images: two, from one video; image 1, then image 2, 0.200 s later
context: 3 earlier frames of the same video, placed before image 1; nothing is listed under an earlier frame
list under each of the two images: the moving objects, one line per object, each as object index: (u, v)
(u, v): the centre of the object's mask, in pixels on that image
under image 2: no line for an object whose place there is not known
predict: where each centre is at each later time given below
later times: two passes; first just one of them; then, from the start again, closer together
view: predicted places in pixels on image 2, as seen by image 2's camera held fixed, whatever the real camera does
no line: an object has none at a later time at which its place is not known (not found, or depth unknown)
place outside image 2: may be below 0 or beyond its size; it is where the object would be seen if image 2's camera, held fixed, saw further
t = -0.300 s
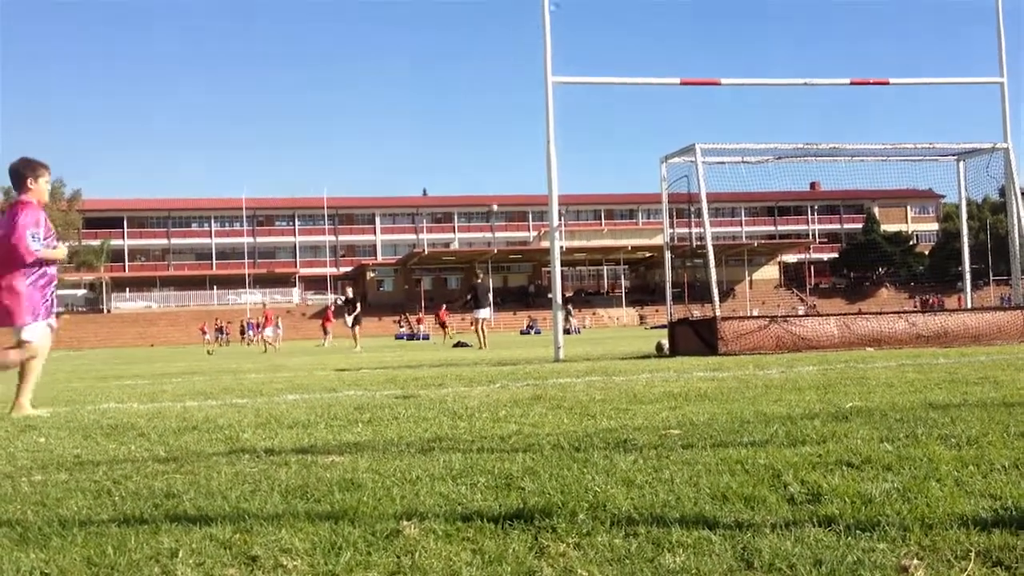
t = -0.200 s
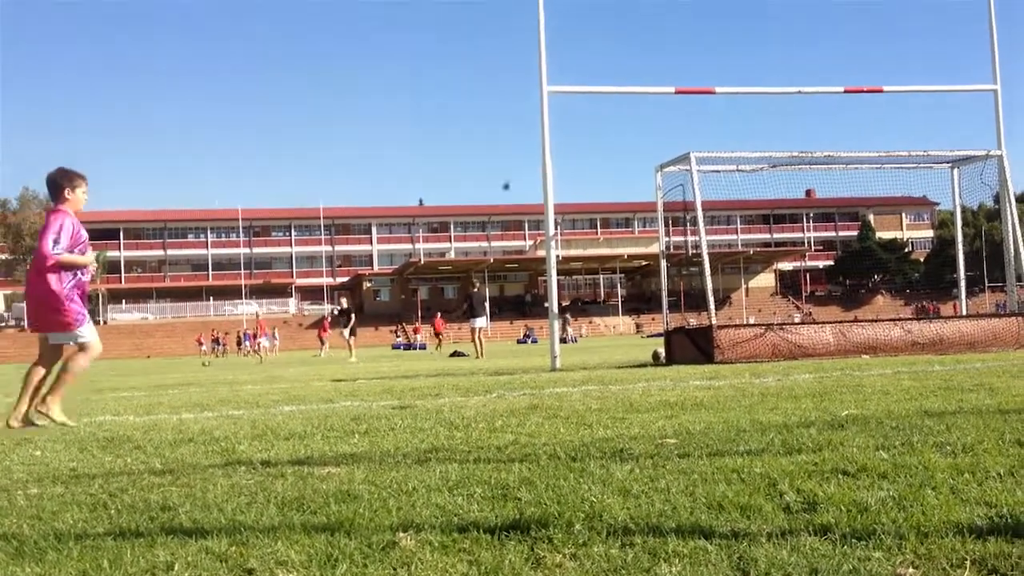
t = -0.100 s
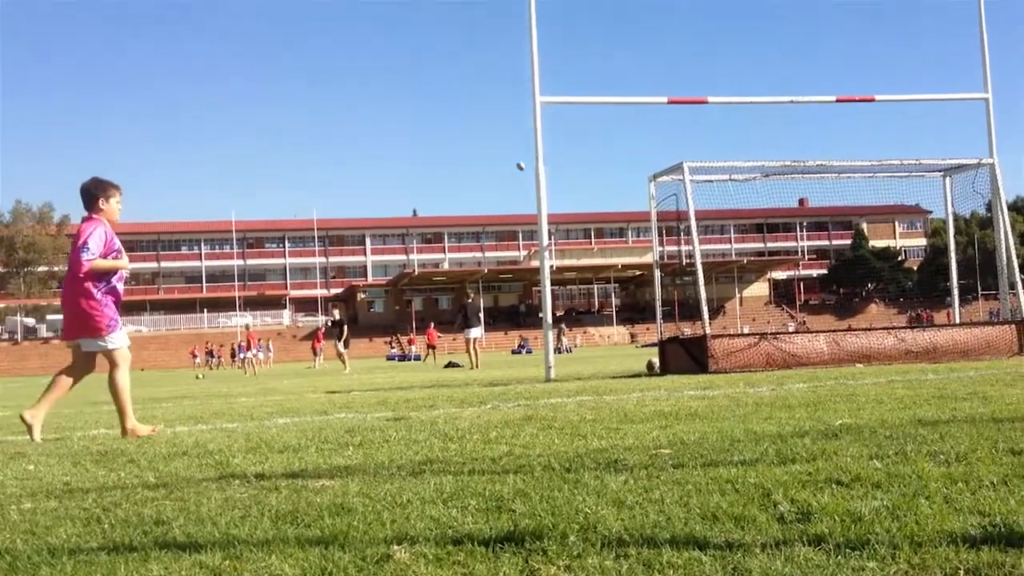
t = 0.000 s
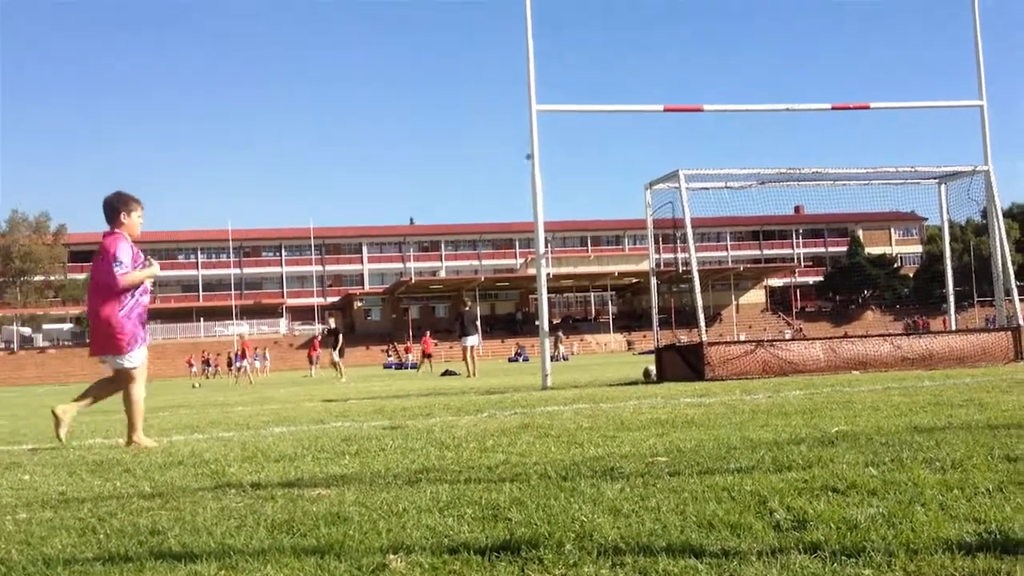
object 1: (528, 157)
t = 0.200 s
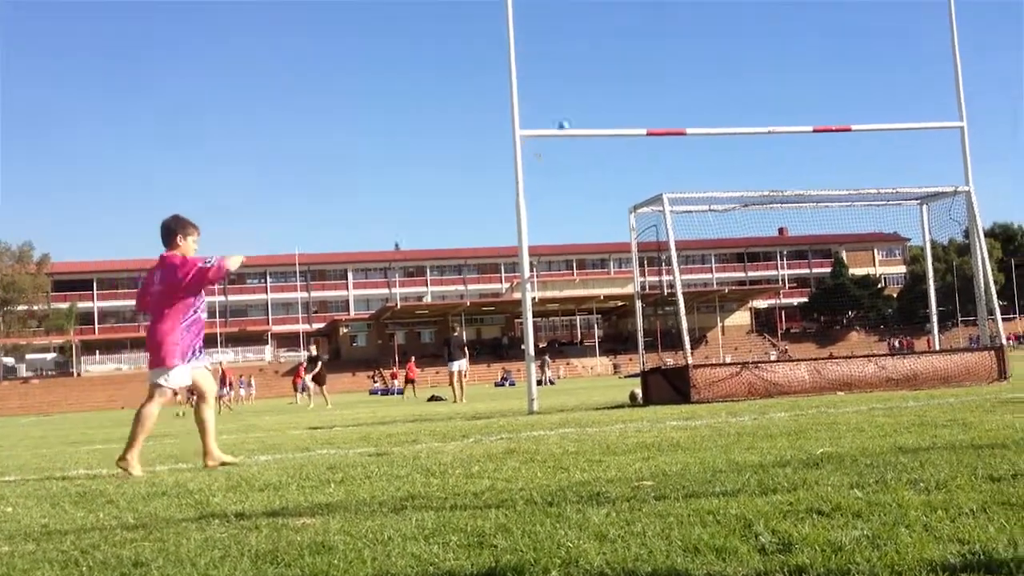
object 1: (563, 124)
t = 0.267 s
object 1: (581, 111)
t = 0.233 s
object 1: (572, 118)
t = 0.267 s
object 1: (581, 111)
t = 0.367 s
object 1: (600, 97)
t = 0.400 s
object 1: (609, 90)
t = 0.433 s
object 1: (621, 83)
